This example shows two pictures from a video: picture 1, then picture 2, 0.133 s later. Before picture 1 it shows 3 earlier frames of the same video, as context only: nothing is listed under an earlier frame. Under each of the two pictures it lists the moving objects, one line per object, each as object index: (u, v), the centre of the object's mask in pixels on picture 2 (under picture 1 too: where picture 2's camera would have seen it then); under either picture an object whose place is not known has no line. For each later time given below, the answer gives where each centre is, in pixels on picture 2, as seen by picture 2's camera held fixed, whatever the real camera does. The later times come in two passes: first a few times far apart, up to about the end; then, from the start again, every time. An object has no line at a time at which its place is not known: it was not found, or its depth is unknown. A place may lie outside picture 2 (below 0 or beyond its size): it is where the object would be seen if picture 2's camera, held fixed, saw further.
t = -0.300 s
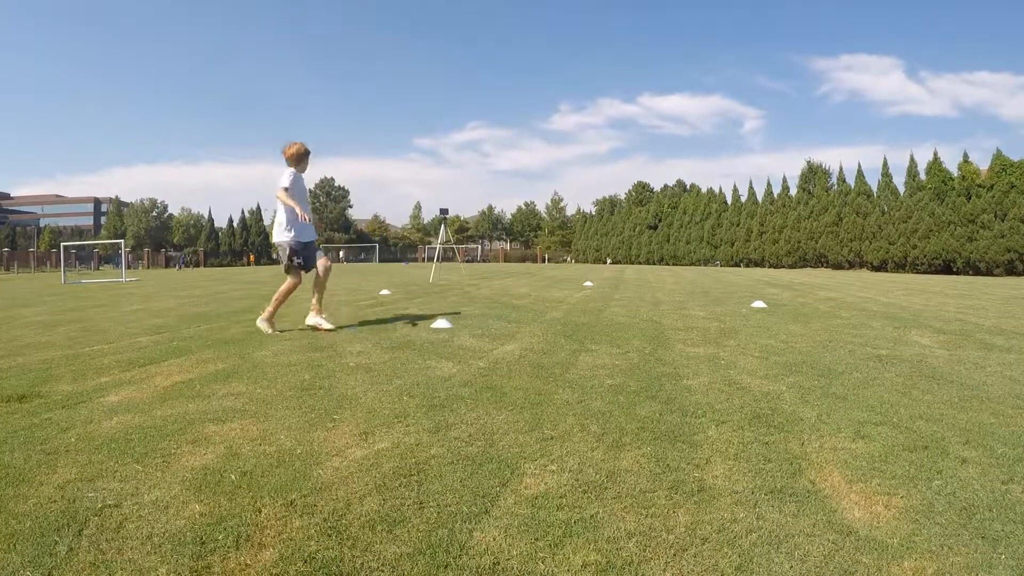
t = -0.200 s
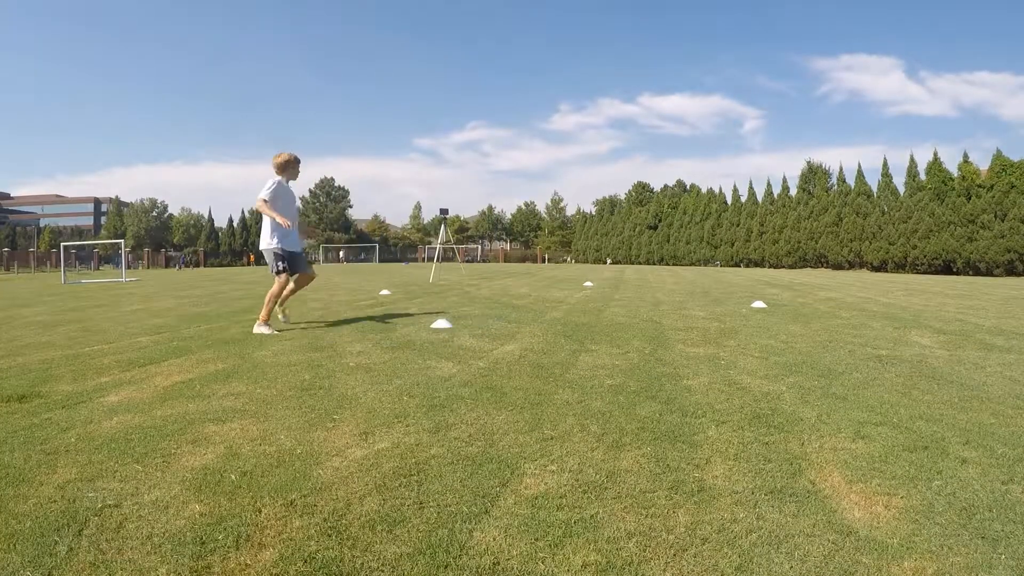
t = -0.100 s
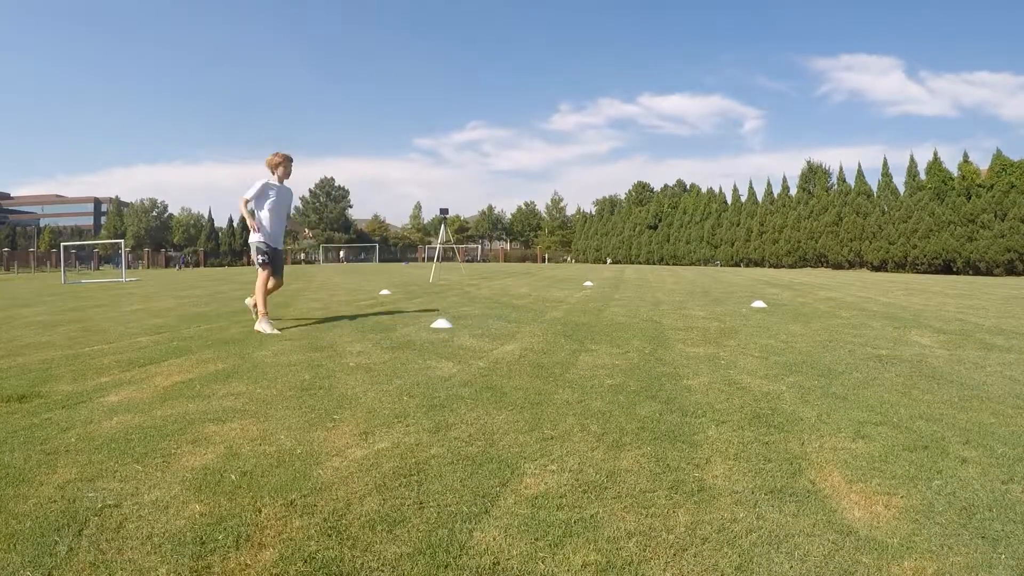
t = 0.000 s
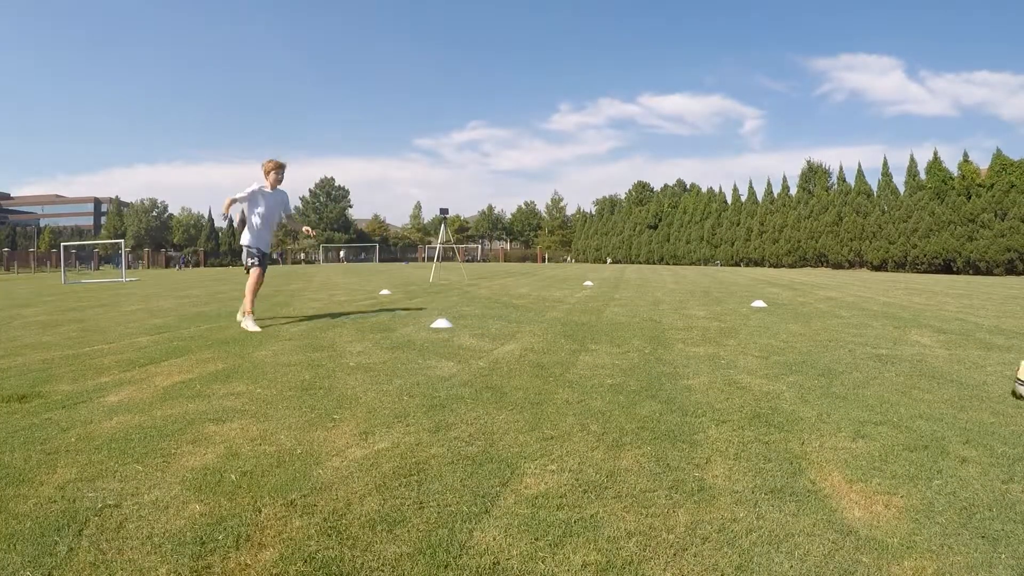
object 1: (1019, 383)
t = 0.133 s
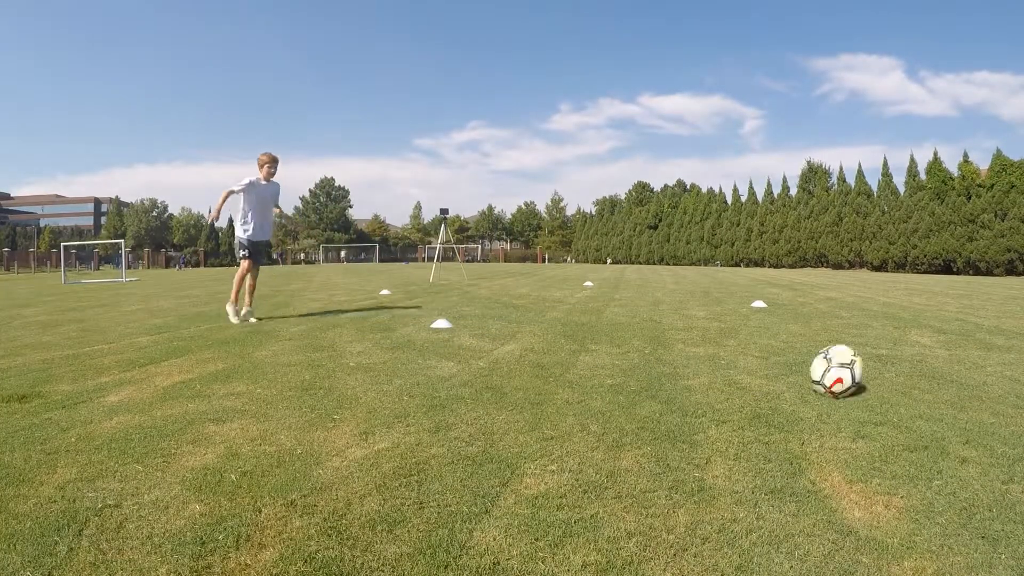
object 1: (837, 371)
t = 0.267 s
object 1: (662, 357)
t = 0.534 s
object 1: (428, 337)
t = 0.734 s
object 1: (321, 328)
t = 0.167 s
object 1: (788, 369)
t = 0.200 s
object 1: (742, 366)
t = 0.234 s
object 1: (700, 362)
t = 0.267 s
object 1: (662, 357)
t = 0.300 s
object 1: (627, 352)
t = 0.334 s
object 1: (592, 350)
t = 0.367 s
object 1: (559, 348)
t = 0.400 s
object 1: (528, 347)
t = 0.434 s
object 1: (499, 346)
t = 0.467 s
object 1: (474, 344)
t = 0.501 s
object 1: (450, 341)
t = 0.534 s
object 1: (428, 337)
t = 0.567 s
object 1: (407, 334)
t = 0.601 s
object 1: (388, 333)
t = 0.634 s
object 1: (370, 331)
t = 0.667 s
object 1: (352, 331)
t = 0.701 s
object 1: (336, 329)
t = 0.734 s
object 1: (321, 328)
